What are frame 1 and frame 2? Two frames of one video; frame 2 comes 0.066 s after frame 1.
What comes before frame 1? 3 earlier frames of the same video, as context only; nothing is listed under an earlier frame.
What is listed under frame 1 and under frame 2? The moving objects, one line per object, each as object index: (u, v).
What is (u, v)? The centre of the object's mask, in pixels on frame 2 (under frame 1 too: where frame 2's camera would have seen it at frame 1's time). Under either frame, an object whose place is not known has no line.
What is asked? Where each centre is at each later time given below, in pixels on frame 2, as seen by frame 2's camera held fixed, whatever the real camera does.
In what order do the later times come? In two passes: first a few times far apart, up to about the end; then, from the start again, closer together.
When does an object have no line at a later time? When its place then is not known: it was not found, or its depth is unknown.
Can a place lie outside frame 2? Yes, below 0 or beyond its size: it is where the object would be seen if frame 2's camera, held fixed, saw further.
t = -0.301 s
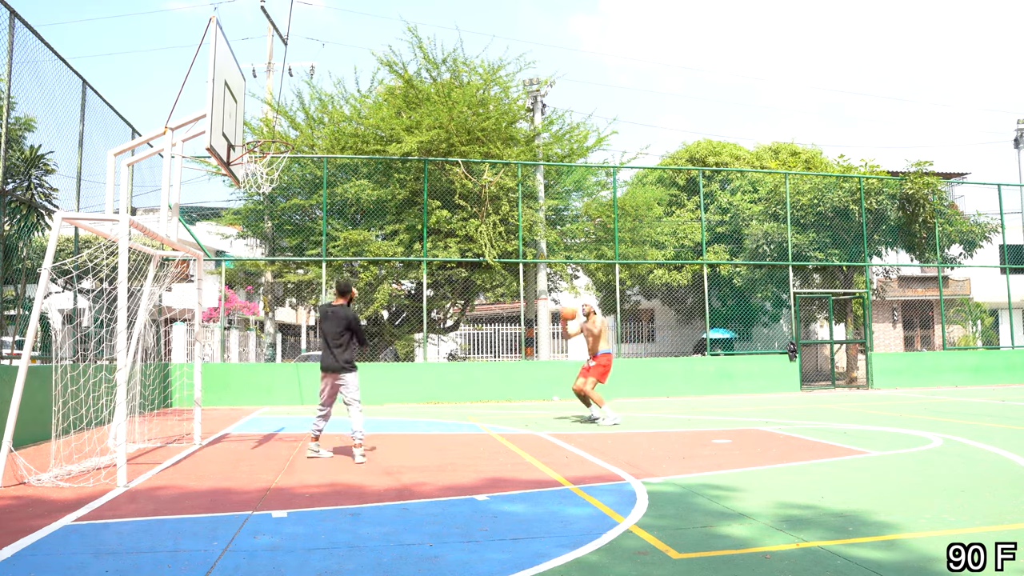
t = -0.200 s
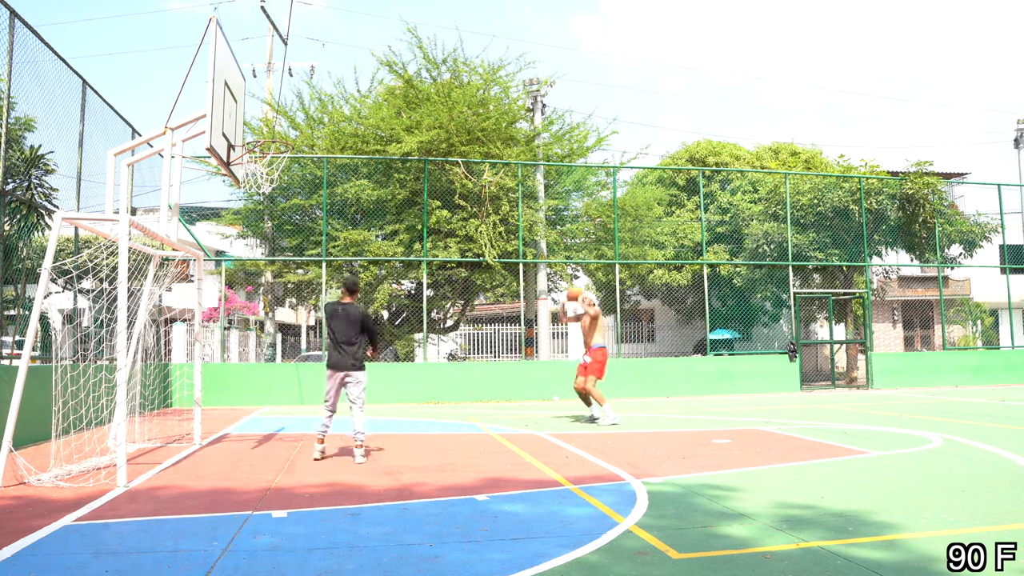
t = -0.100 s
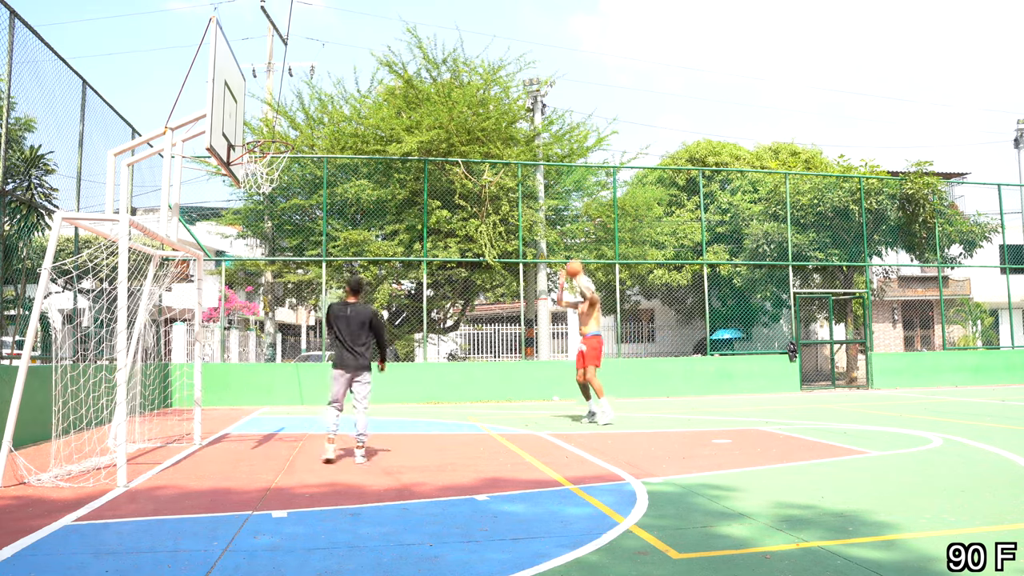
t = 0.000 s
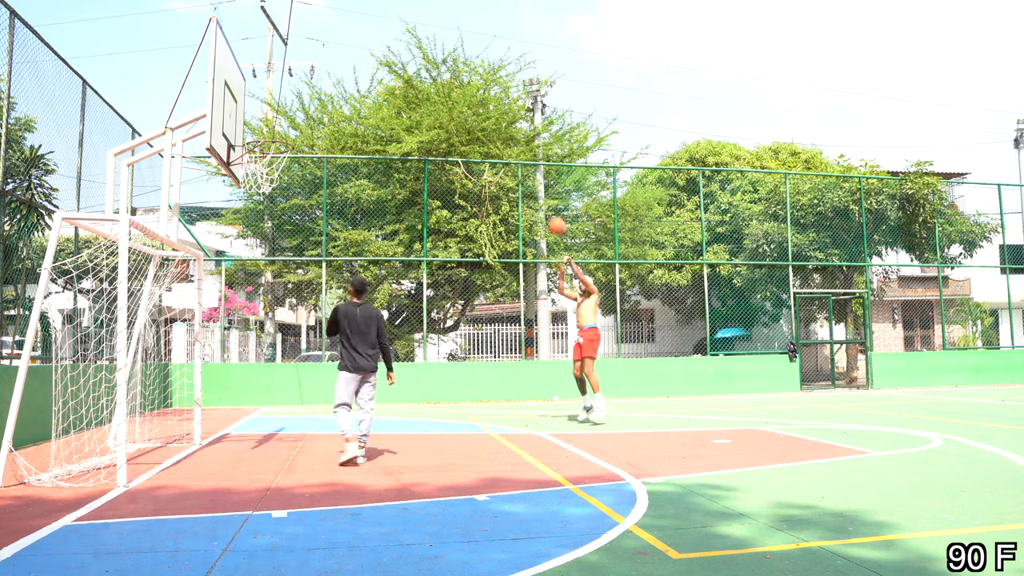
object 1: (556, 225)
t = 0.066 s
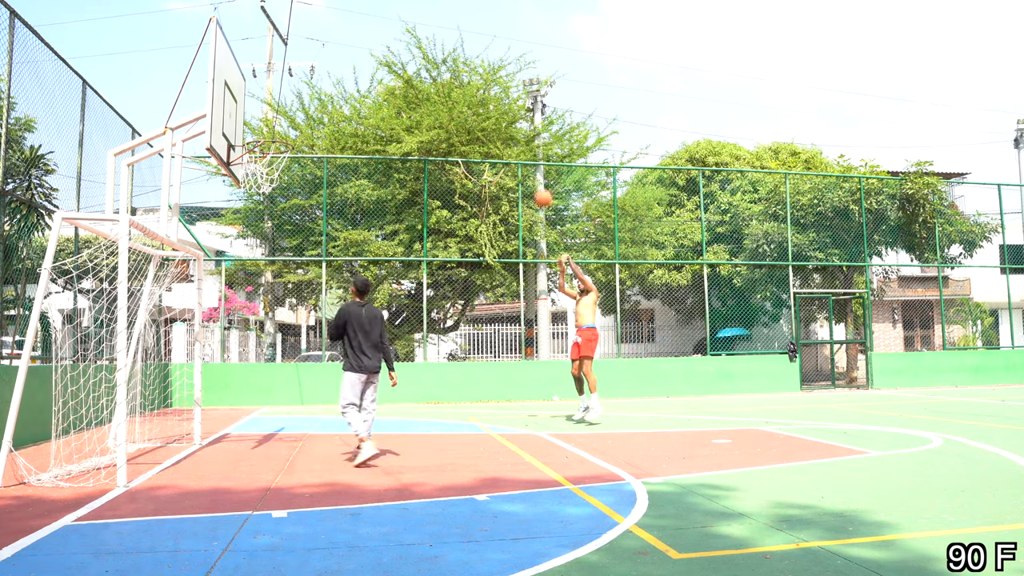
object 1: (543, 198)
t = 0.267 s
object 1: (501, 131)
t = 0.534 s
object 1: (437, 77)
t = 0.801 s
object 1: (363, 75)
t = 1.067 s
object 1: (275, 138)
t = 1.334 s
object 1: (257, 238)
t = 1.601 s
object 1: (257, 394)
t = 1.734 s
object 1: (263, 414)
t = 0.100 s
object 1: (535, 185)
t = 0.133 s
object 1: (529, 173)
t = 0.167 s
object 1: (522, 161)
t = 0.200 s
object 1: (514, 150)
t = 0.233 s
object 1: (508, 140)
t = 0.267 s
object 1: (501, 131)
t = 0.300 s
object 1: (493, 121)
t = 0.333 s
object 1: (485, 112)
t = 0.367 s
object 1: (477, 105)
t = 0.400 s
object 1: (470, 98)
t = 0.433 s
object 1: (462, 92)
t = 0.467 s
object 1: (453, 85)
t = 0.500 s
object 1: (445, 80)
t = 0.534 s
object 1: (437, 77)
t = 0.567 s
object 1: (429, 73)
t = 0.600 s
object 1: (420, 72)
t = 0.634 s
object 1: (411, 69)
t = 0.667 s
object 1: (402, 69)
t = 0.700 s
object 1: (393, 69)
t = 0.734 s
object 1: (383, 70)
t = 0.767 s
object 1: (374, 72)
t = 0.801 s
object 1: (363, 75)
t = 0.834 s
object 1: (353, 78)
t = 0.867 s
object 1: (343, 84)
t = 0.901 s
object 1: (332, 90)
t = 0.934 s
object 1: (321, 98)
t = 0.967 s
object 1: (310, 105)
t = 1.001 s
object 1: (298, 115)
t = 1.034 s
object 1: (286, 126)
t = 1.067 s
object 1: (275, 138)
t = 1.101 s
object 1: (261, 152)
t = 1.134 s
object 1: (255, 166)
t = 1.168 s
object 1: (255, 176)
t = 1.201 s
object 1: (255, 190)
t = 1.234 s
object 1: (256, 199)
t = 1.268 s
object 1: (256, 211)
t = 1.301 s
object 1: (257, 224)
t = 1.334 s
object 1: (257, 238)
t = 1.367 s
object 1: (257, 255)
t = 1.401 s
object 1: (256, 271)
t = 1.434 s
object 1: (257, 288)
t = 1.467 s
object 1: (258, 306)
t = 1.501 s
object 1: (257, 327)
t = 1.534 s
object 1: (258, 349)
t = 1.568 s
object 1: (258, 371)
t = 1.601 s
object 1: (257, 394)
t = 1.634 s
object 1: (258, 420)
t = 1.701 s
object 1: (260, 436)
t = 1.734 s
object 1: (263, 414)
